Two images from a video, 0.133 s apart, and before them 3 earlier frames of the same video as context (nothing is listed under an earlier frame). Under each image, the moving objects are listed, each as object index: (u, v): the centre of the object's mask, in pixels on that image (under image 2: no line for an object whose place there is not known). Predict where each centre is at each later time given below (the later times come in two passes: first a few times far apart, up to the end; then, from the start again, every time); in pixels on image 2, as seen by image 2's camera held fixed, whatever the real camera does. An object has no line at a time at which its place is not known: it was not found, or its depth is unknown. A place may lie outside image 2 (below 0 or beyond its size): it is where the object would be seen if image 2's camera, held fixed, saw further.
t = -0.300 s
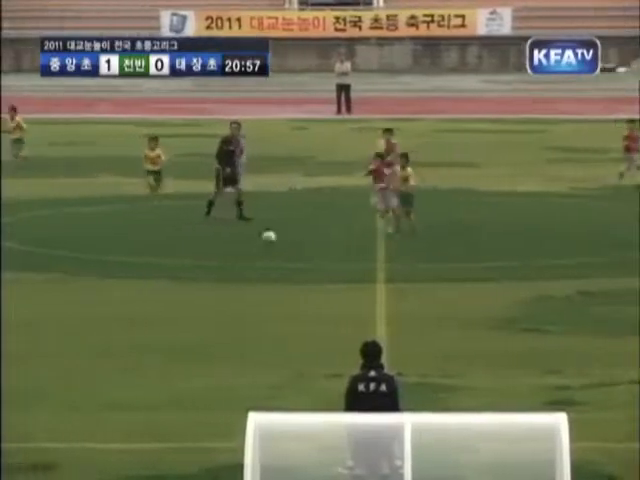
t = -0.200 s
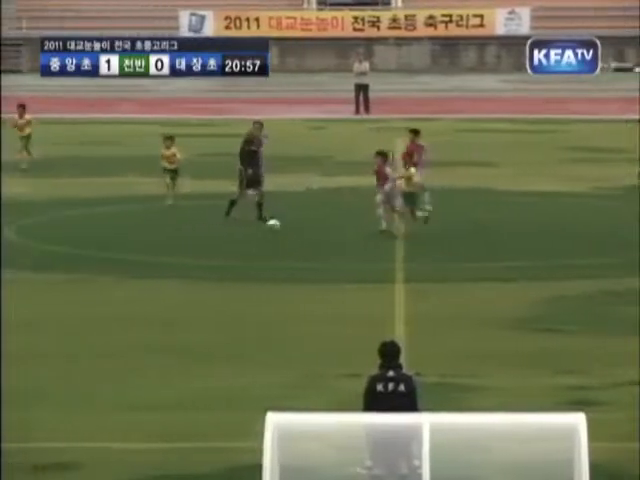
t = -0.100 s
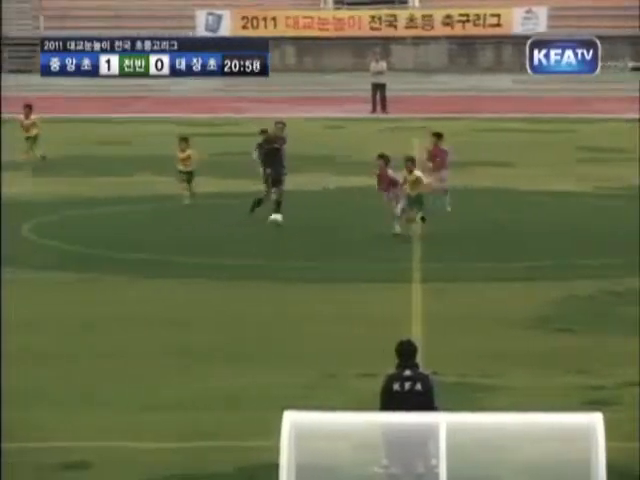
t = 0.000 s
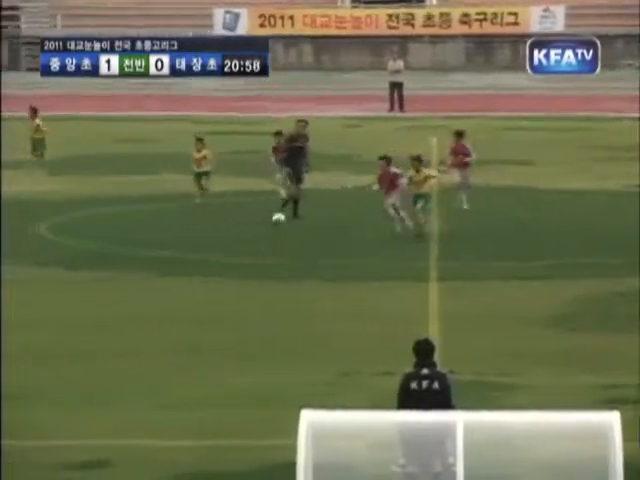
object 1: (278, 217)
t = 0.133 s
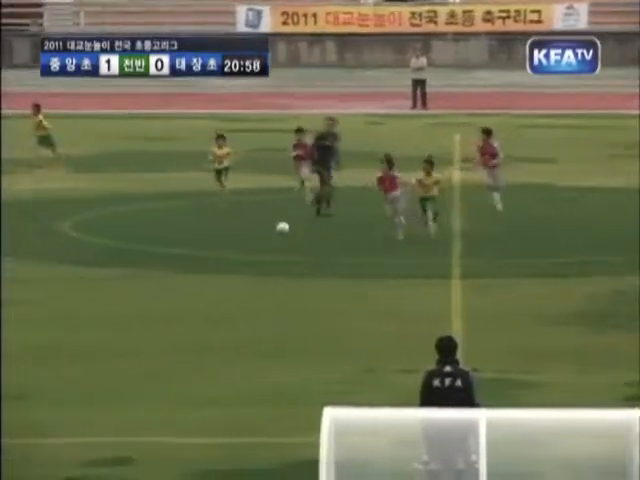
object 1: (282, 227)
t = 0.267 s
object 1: (265, 250)
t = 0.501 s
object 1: (234, 263)
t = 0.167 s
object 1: (277, 231)
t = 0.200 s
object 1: (273, 237)
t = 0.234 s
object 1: (270, 243)
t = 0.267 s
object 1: (265, 250)
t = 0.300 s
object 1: (261, 258)
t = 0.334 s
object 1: (257, 267)
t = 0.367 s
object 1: (251, 276)
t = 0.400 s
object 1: (247, 275)
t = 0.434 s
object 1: (242, 270)
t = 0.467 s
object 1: (238, 266)
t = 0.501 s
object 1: (234, 263)
